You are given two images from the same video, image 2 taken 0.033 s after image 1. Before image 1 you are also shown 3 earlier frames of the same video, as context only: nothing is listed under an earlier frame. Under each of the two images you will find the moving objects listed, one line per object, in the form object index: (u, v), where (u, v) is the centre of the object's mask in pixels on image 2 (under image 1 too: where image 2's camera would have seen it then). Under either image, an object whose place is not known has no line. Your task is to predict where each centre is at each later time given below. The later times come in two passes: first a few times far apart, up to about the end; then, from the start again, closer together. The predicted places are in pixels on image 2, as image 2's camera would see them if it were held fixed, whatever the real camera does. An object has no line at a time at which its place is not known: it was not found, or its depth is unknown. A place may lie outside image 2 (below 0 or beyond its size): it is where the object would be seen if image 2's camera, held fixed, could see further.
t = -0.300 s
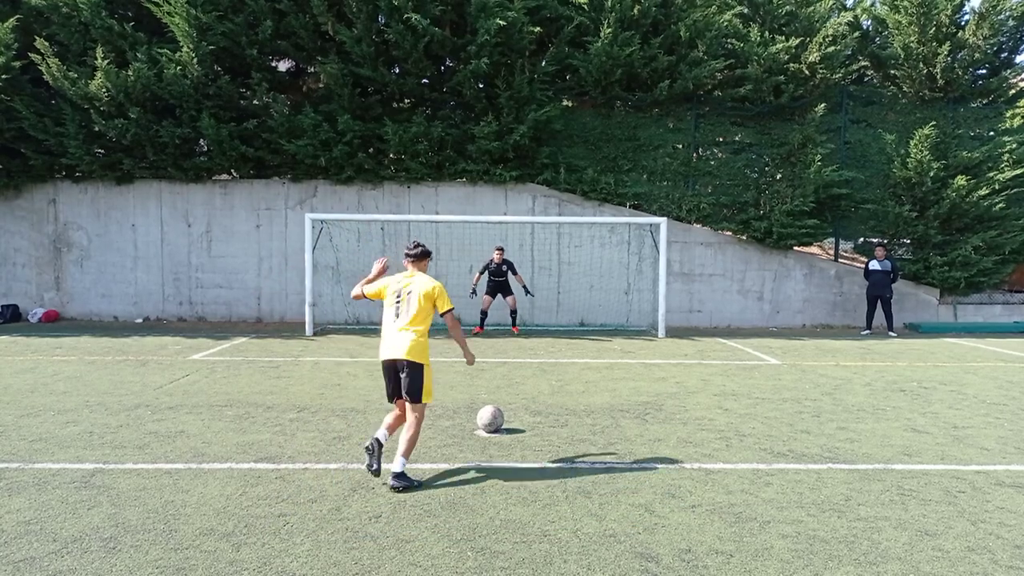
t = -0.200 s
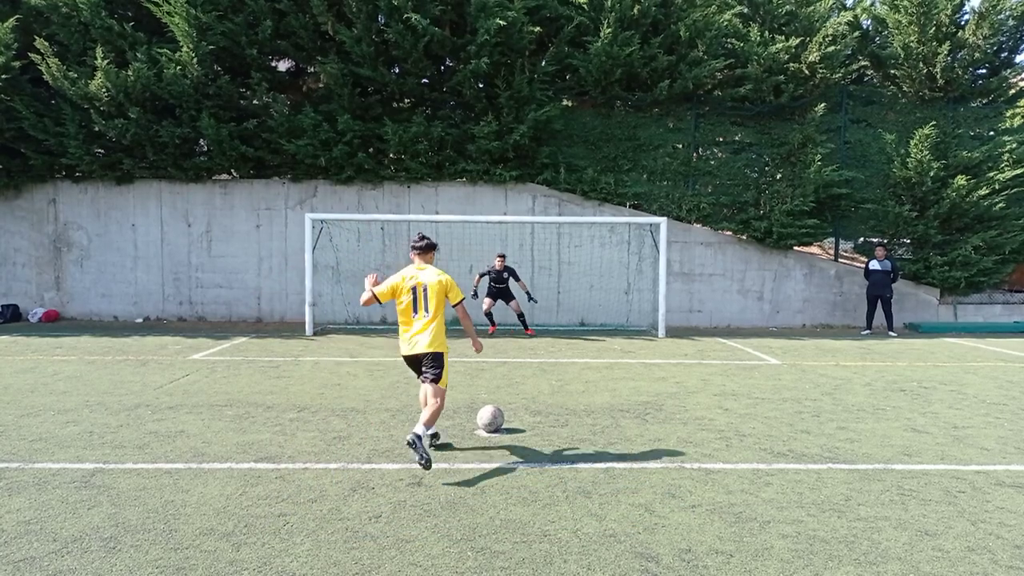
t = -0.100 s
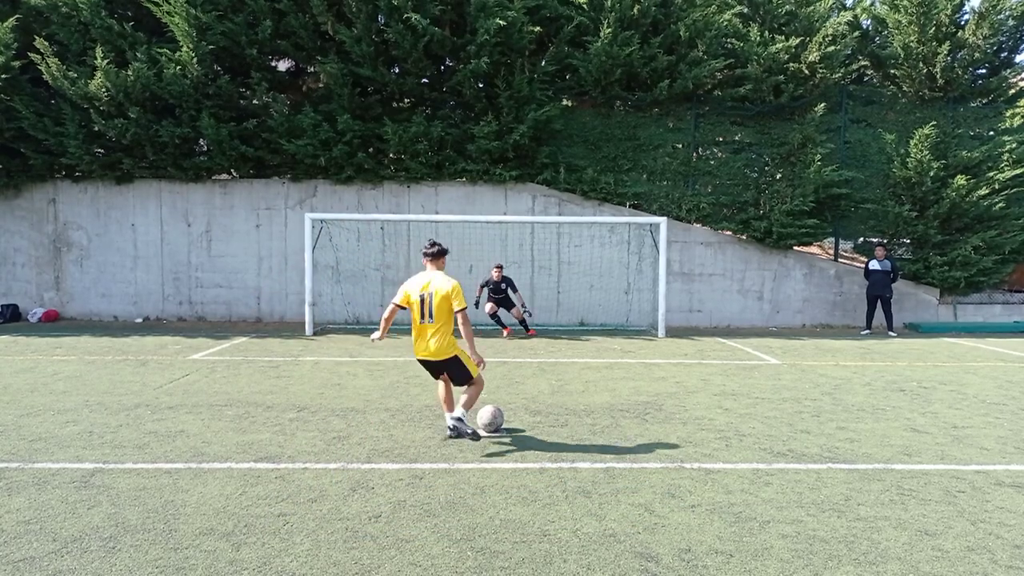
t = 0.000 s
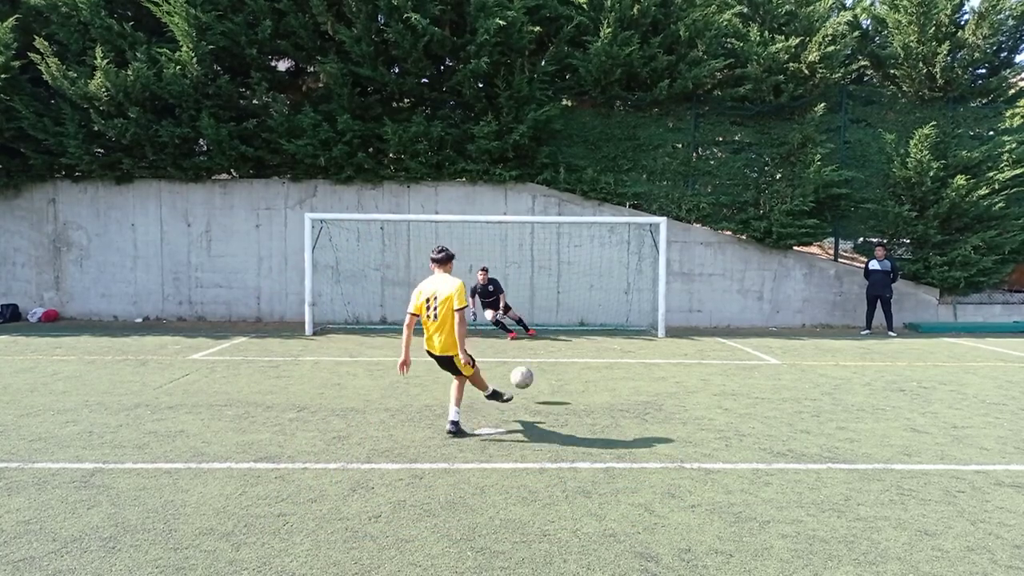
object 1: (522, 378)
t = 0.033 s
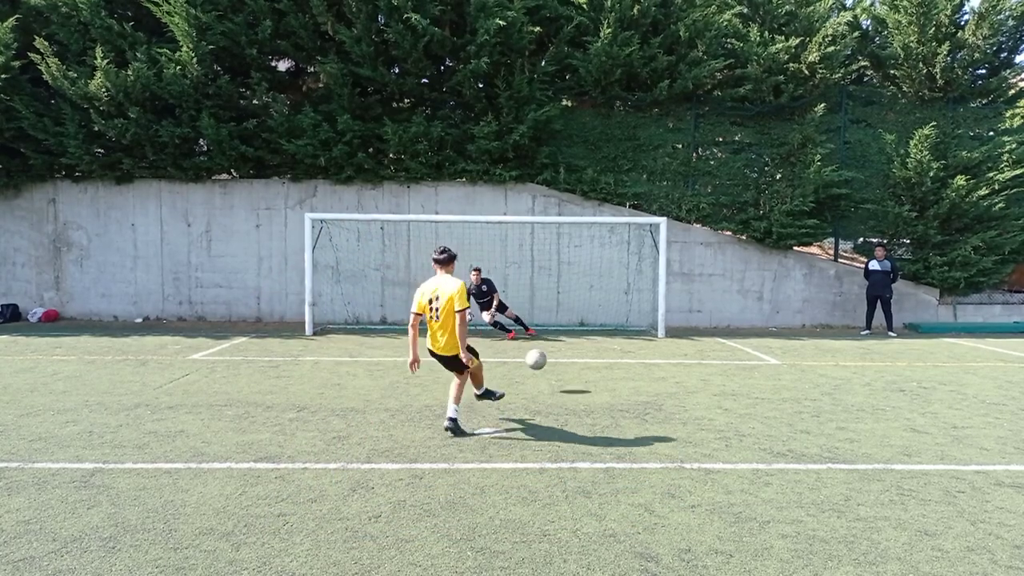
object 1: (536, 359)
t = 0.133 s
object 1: (562, 326)
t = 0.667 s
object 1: (626, 330)
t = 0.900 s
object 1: (652, 325)
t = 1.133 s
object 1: (682, 353)
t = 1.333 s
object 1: (709, 354)
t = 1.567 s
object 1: (745, 372)
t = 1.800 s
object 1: (788, 392)
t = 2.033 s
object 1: (840, 413)
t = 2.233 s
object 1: (895, 431)
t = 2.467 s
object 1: (976, 460)
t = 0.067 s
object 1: (547, 345)
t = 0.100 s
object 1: (556, 335)
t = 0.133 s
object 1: (562, 326)
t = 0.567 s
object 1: (614, 323)
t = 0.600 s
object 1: (618, 329)
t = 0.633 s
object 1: (623, 333)
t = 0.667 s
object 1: (626, 330)
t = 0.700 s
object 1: (630, 327)
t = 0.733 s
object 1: (633, 325)
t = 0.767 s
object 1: (636, 324)
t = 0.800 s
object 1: (640, 322)
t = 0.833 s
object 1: (643, 322)
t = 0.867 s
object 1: (647, 323)
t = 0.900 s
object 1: (652, 325)
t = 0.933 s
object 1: (656, 328)
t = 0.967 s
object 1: (659, 330)
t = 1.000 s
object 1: (664, 334)
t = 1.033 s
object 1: (670, 339)
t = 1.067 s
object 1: (673, 345)
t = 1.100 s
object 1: (678, 352)
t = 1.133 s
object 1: (682, 353)
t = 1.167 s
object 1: (686, 351)
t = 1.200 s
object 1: (691, 350)
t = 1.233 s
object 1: (695, 350)
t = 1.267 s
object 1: (699, 350)
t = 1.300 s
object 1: (704, 351)
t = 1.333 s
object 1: (709, 354)
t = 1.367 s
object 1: (714, 357)
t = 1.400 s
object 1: (718, 362)
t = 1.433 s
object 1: (723, 367)
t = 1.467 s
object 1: (728, 372)
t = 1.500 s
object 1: (733, 371)
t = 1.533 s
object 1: (739, 371)
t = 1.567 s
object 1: (745, 372)
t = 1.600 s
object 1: (750, 373)
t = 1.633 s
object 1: (756, 376)
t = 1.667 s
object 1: (763, 380)
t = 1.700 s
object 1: (769, 386)
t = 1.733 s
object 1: (775, 388)
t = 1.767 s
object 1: (781, 389)
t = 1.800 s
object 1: (788, 392)
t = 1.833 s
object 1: (795, 396)
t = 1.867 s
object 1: (802, 397)
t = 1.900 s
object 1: (809, 401)
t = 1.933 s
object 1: (816, 404)
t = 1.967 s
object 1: (824, 406)
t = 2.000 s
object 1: (832, 409)
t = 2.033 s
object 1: (840, 413)
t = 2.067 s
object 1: (848, 415)
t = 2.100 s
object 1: (857, 417)
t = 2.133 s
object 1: (866, 420)
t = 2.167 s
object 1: (875, 425)
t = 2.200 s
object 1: (885, 428)
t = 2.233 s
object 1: (895, 431)
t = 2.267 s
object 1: (905, 436)
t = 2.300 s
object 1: (916, 441)
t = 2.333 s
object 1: (927, 444)
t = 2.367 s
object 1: (939, 448)
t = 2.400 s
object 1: (951, 453)
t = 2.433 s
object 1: (963, 456)
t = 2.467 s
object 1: (976, 460)
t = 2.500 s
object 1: (989, 466)
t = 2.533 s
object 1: (1003, 471)
